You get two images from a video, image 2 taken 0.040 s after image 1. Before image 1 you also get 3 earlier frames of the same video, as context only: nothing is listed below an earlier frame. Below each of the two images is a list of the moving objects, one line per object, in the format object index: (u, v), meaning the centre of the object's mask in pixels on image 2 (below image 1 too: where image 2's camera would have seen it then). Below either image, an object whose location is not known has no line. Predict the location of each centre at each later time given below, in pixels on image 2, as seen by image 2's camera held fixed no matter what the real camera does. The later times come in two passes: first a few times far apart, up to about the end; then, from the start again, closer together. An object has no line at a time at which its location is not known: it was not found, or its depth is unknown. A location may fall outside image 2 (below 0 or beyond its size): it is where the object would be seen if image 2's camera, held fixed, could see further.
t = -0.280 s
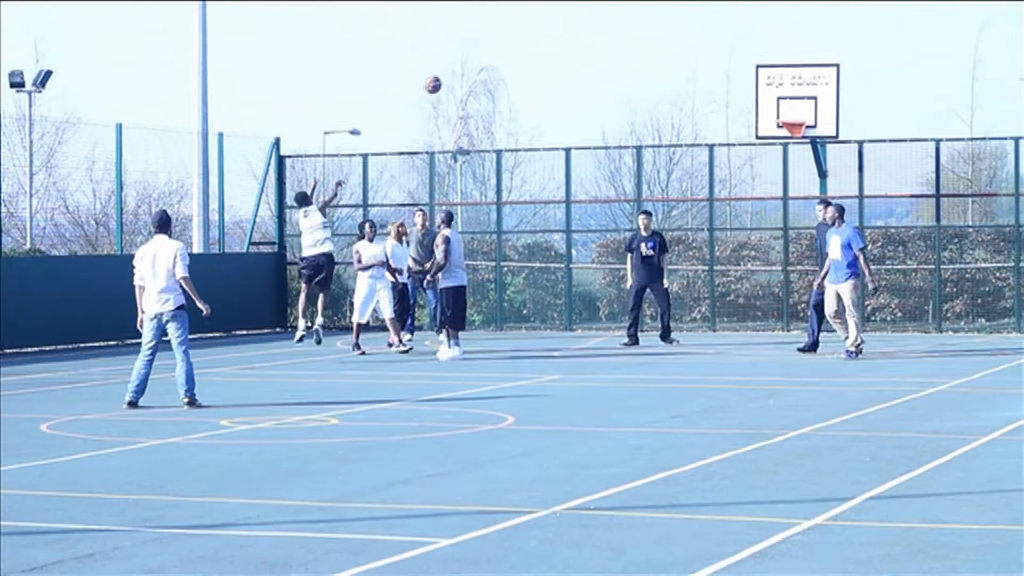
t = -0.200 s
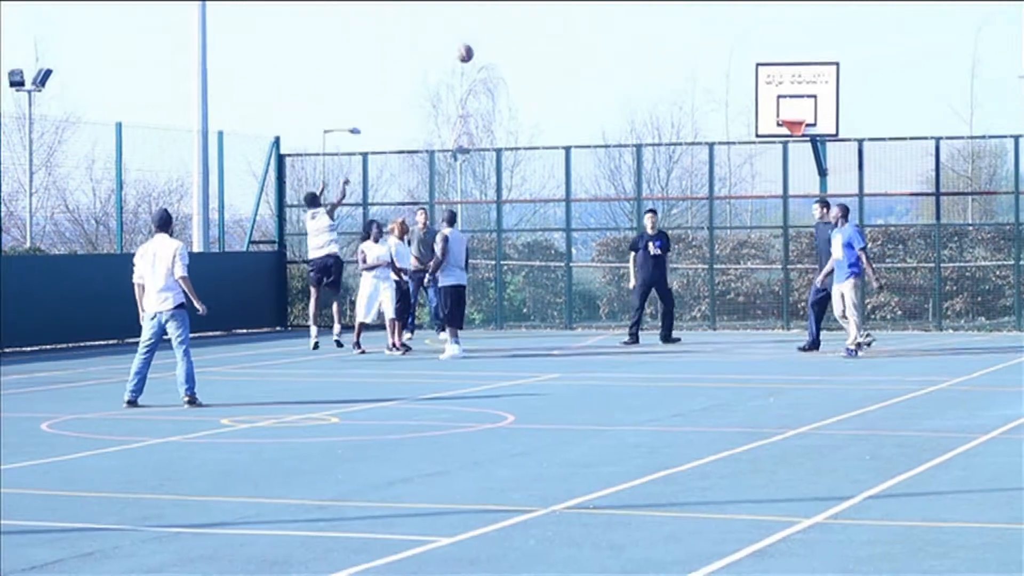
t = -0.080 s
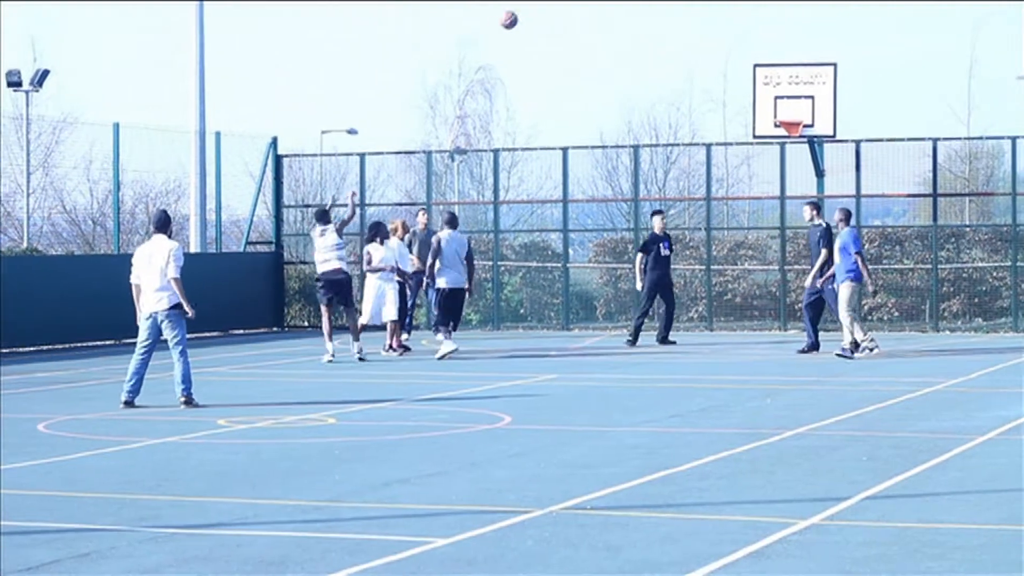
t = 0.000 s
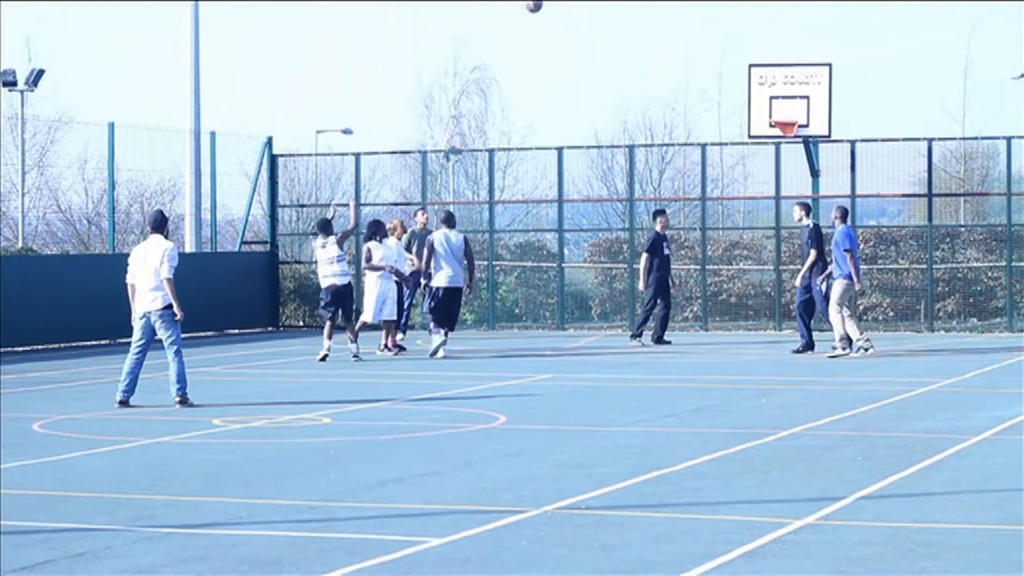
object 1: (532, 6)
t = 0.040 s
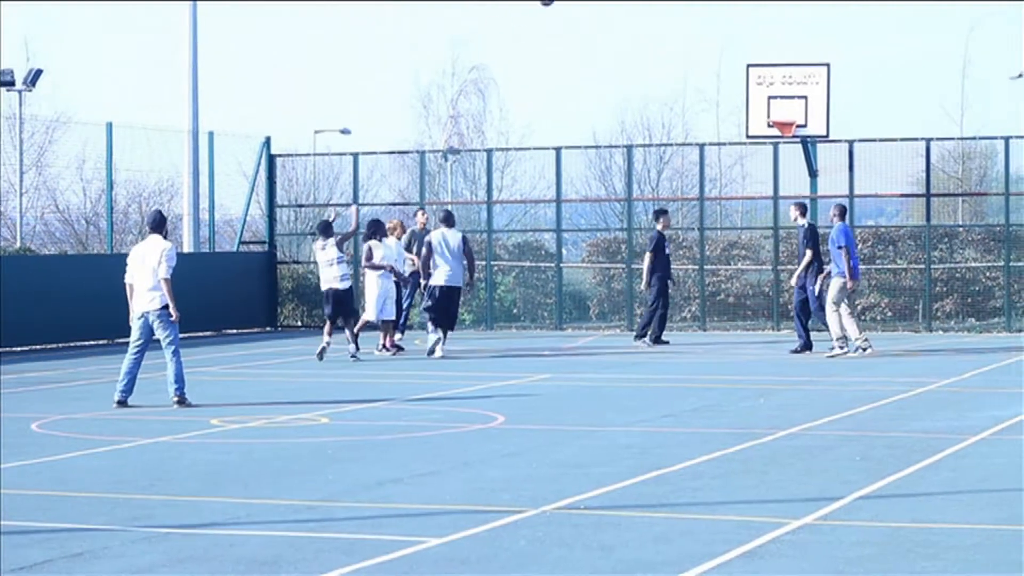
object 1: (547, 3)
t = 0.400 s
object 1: (667, 0)
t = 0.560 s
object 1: (716, 19)
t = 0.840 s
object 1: (794, 100)
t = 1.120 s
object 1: (790, 80)
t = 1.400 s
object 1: (784, 90)
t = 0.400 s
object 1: (667, 0)
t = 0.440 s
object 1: (680, 2)
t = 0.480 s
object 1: (693, 5)
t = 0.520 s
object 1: (704, 11)
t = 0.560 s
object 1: (716, 19)
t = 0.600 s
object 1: (728, 28)
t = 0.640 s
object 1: (740, 37)
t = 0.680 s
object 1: (751, 49)
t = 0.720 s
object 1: (763, 61)
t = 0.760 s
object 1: (774, 73)
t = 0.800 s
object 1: (786, 87)
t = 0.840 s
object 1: (794, 100)
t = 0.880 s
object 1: (798, 112)
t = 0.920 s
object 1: (797, 108)
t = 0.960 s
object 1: (795, 100)
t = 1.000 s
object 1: (795, 94)
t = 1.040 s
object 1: (793, 88)
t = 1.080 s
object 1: (791, 83)
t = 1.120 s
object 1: (790, 80)
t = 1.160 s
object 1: (790, 78)
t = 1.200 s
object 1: (789, 77)
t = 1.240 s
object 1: (788, 77)
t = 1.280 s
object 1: (787, 78)
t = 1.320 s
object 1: (786, 81)
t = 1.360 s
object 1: (785, 85)
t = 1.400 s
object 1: (784, 90)
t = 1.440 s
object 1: (782, 97)
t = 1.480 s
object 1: (781, 104)
